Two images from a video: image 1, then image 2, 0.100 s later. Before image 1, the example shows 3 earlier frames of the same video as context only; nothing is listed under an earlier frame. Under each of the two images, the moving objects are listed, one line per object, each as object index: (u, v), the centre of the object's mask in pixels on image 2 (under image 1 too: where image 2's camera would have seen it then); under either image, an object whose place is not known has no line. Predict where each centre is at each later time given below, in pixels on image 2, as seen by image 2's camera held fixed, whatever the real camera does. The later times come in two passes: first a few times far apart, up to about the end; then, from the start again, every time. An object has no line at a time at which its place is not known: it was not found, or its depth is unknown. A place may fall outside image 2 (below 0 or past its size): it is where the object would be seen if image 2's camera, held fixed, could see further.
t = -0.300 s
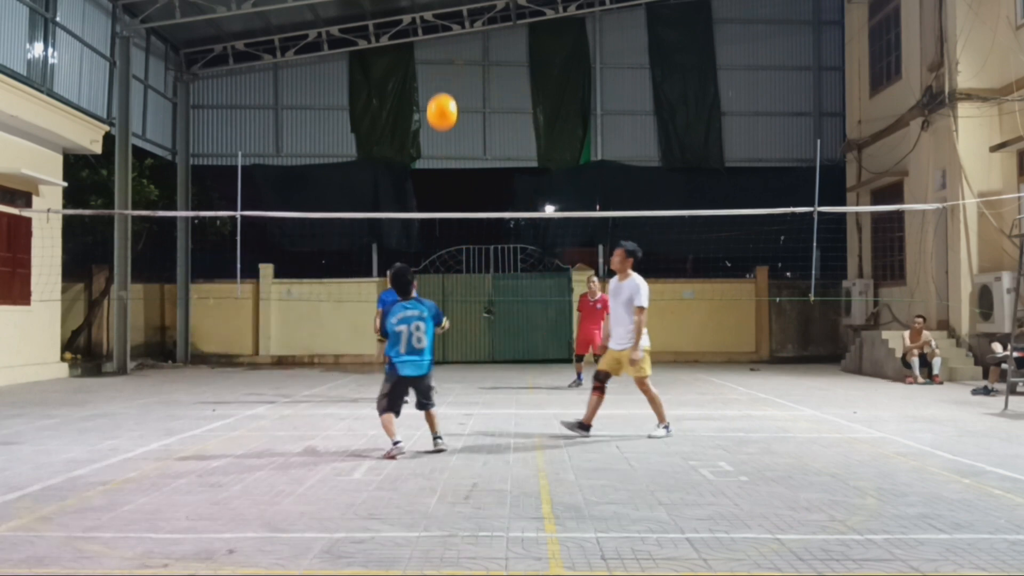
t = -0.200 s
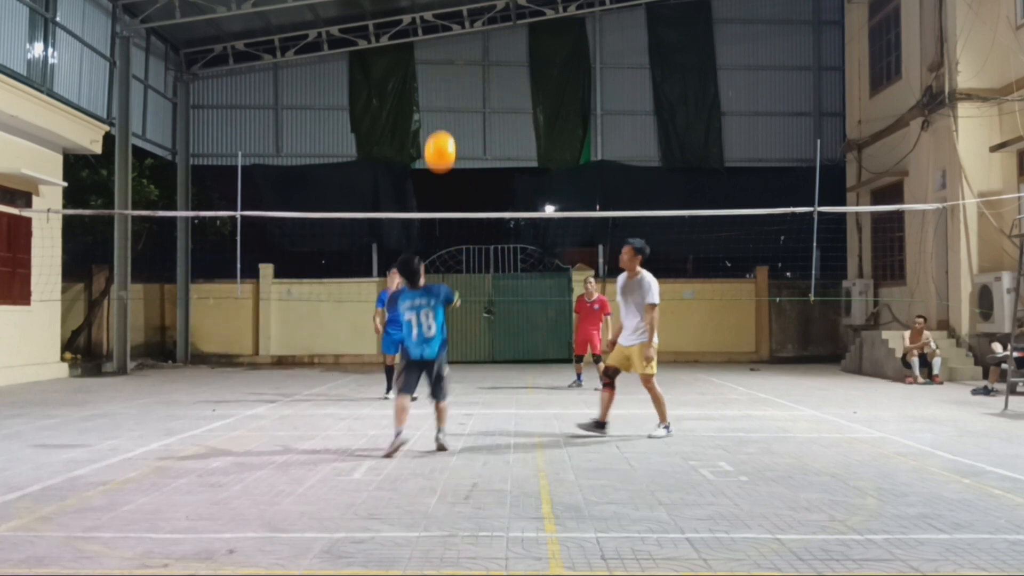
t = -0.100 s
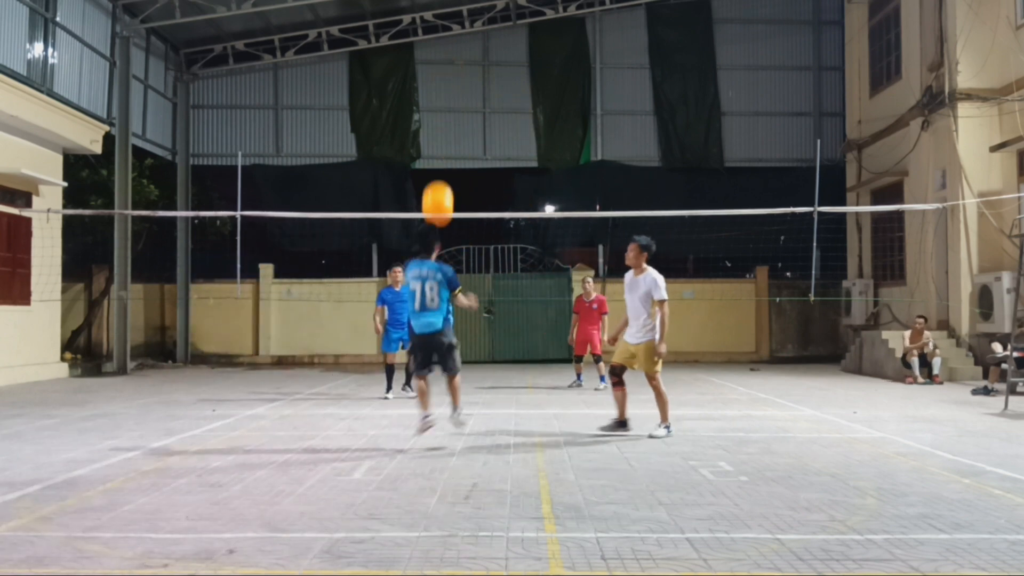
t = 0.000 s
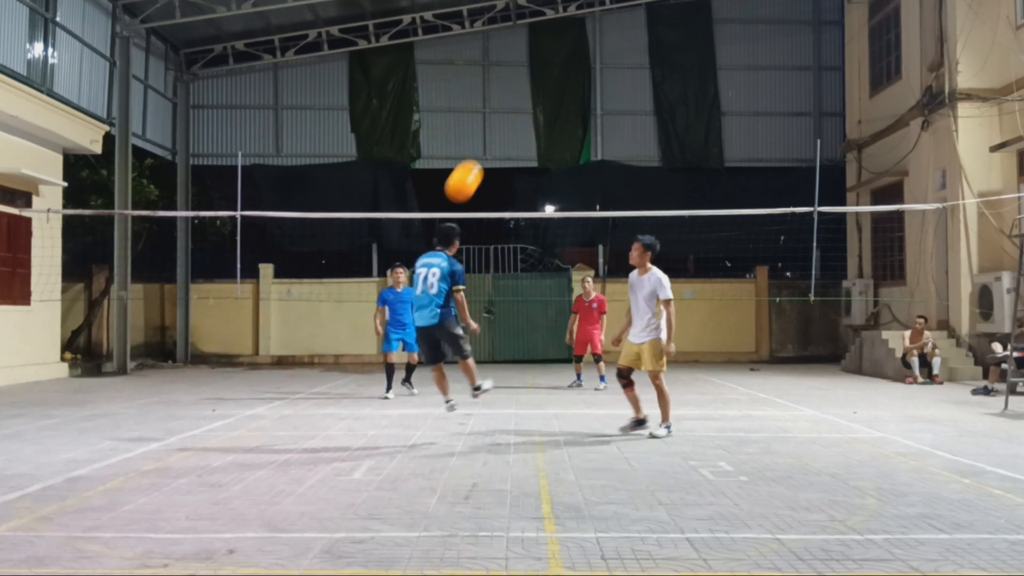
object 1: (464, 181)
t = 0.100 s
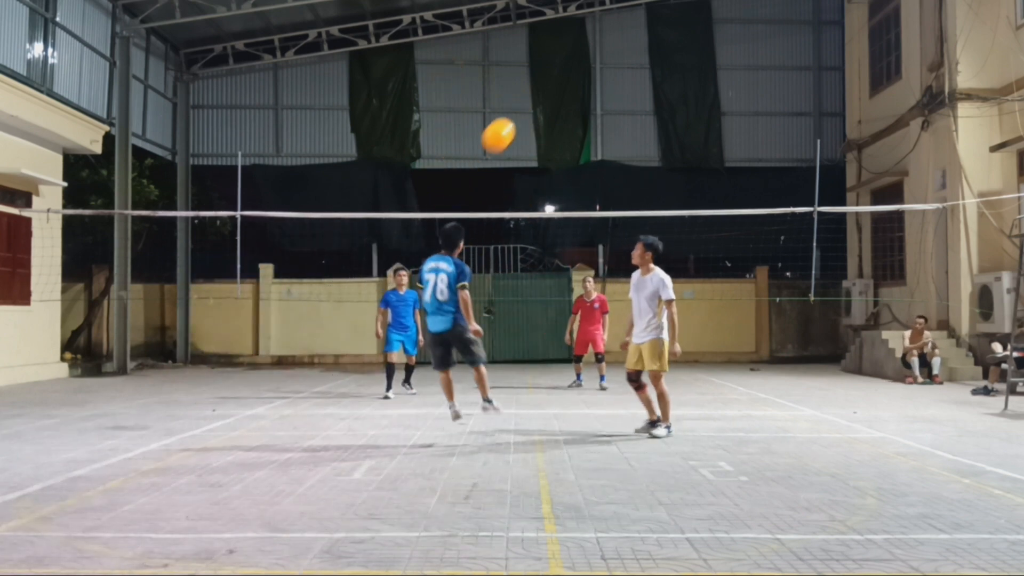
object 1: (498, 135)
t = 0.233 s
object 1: (537, 101)
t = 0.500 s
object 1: (593, 94)
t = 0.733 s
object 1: (628, 134)
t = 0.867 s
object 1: (644, 172)
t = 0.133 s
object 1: (509, 124)
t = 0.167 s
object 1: (519, 115)
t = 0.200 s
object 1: (528, 107)
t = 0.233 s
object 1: (537, 101)
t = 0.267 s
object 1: (546, 96)
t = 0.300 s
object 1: (553, 93)
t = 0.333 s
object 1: (561, 90)
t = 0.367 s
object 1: (568, 89)
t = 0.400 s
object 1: (575, 89)
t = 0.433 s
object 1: (581, 89)
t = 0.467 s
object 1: (588, 91)
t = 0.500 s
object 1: (593, 94)
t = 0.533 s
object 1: (599, 97)
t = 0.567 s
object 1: (604, 101)
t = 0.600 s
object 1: (609, 106)
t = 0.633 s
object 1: (615, 112)
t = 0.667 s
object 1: (619, 119)
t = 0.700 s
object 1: (624, 126)
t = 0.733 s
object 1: (628, 134)
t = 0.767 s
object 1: (632, 143)
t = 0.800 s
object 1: (637, 152)
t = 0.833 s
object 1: (640, 162)
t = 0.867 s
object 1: (644, 172)
